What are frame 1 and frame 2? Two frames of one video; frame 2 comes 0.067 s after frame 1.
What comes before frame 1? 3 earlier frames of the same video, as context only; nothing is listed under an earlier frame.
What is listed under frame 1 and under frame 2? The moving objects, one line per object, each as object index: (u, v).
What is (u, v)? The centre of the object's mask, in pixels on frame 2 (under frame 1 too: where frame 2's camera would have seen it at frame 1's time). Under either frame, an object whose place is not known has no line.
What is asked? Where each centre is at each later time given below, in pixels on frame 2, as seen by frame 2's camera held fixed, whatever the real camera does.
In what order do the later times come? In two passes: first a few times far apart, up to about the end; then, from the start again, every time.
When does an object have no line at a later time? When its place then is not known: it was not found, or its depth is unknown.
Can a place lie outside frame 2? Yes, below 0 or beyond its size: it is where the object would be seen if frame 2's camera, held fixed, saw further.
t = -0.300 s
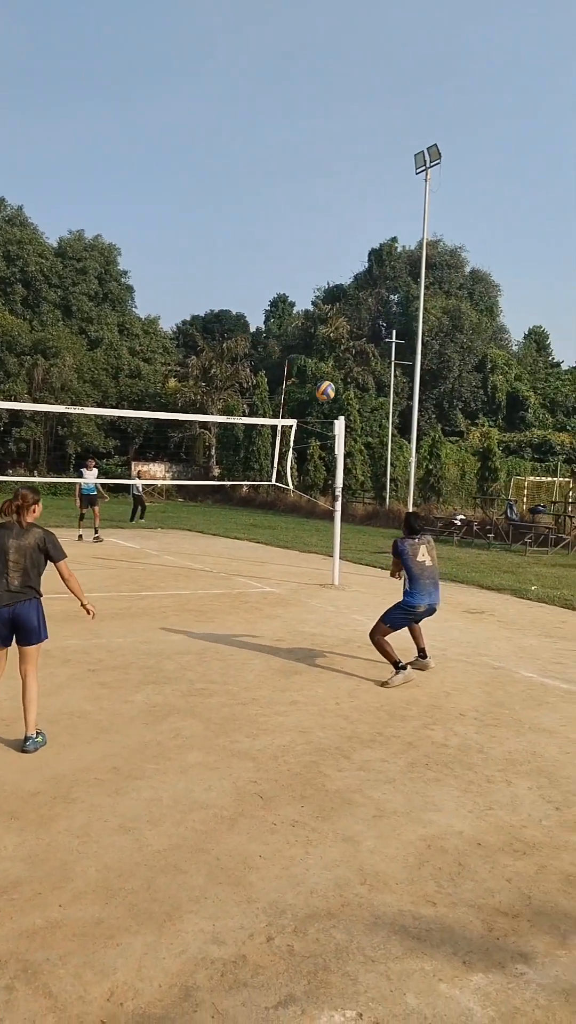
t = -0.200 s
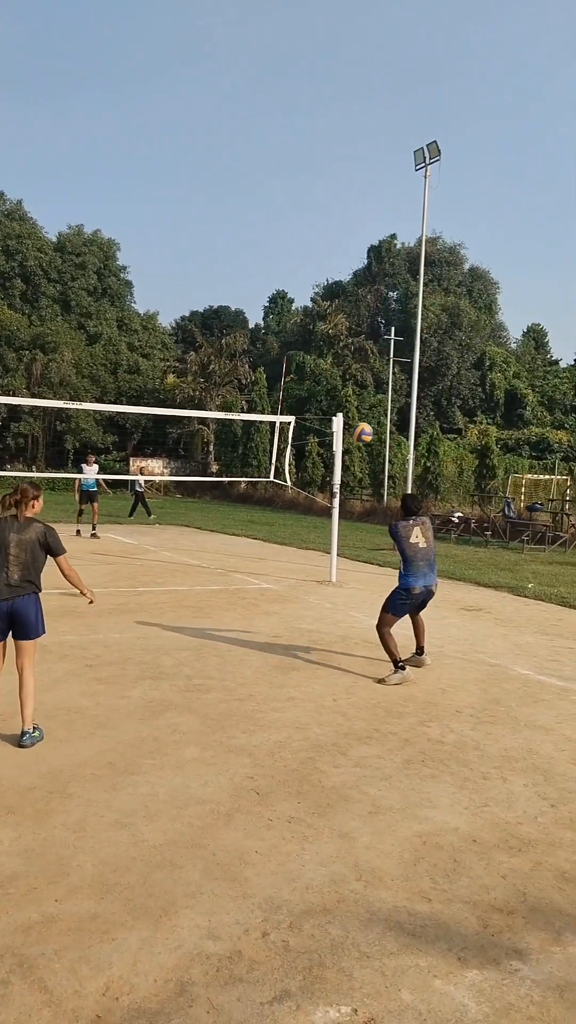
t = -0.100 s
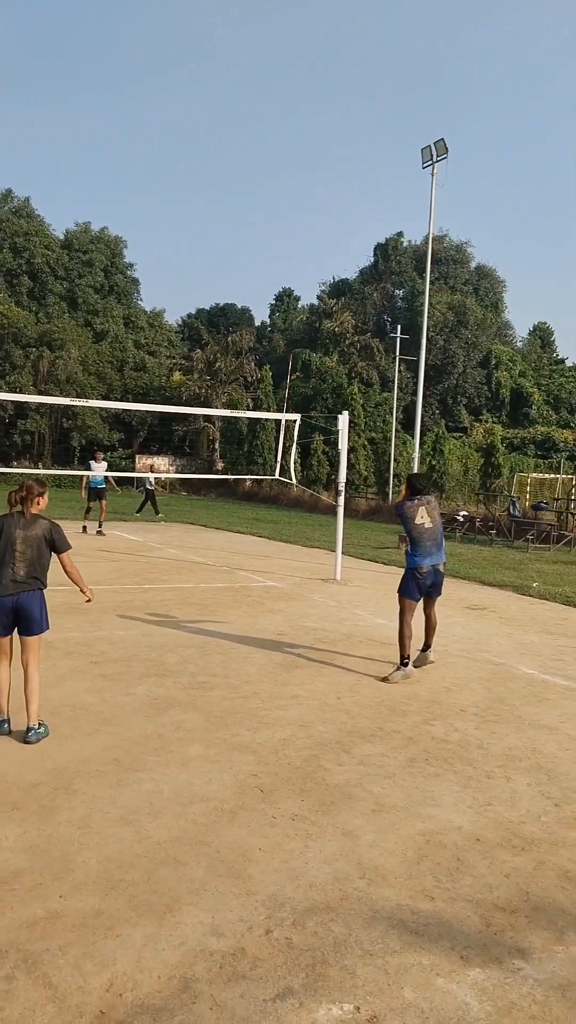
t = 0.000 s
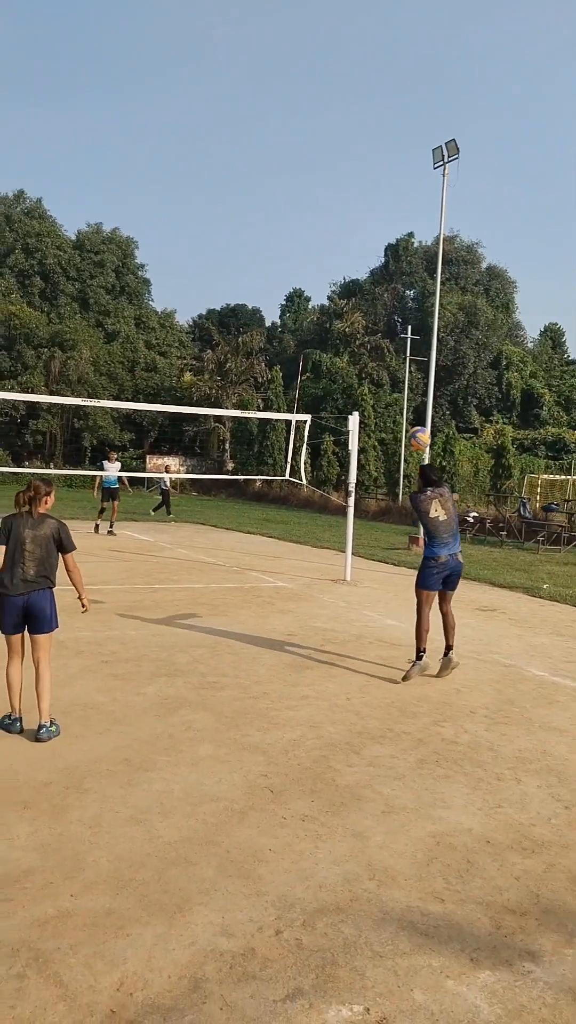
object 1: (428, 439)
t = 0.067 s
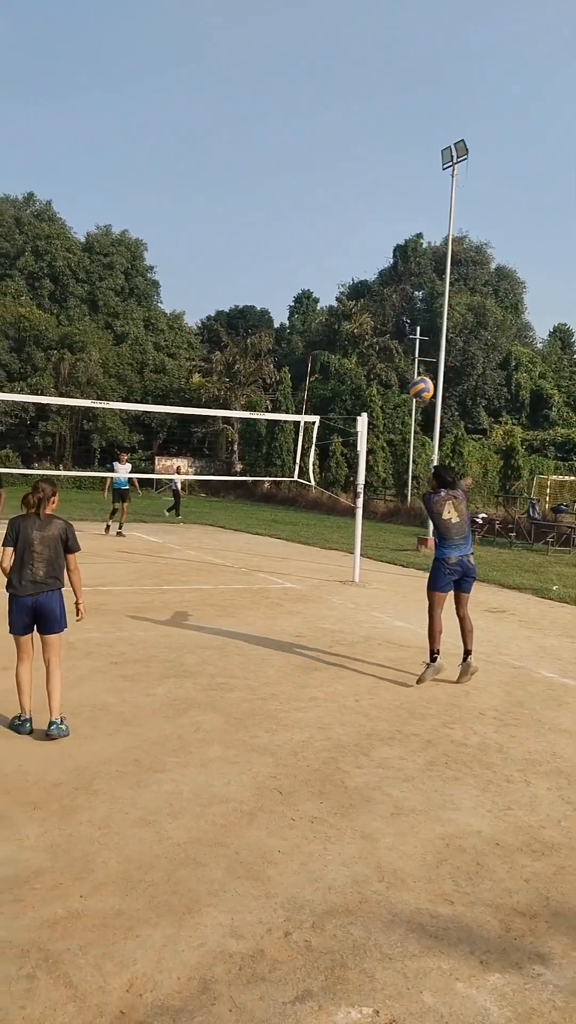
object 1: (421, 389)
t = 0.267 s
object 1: (404, 268)
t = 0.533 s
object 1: (374, 183)
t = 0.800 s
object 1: (341, 178)
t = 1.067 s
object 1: (308, 249)
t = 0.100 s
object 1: (419, 365)
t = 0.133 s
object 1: (416, 343)
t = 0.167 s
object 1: (412, 323)
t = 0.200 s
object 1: (410, 304)
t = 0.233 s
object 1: (407, 285)
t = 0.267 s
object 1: (404, 268)
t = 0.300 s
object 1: (400, 253)
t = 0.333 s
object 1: (397, 239)
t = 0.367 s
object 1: (392, 226)
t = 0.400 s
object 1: (388, 215)
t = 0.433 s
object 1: (385, 205)
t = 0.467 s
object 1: (381, 197)
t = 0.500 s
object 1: (377, 190)
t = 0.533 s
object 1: (374, 183)
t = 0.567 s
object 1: (370, 178)
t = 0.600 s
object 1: (366, 174)
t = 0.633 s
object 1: (362, 172)
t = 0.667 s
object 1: (358, 171)
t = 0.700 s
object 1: (354, 171)
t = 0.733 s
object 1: (349, 172)
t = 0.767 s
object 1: (345, 174)
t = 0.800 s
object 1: (341, 178)
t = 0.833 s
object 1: (337, 183)
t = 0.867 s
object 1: (333, 189)
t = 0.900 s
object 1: (329, 197)
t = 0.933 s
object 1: (325, 205)
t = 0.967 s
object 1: (320, 215)
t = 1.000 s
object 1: (316, 226)
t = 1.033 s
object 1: (312, 237)
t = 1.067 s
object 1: (308, 249)
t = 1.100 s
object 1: (303, 263)
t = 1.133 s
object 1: (298, 278)
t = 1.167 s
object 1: (295, 293)
